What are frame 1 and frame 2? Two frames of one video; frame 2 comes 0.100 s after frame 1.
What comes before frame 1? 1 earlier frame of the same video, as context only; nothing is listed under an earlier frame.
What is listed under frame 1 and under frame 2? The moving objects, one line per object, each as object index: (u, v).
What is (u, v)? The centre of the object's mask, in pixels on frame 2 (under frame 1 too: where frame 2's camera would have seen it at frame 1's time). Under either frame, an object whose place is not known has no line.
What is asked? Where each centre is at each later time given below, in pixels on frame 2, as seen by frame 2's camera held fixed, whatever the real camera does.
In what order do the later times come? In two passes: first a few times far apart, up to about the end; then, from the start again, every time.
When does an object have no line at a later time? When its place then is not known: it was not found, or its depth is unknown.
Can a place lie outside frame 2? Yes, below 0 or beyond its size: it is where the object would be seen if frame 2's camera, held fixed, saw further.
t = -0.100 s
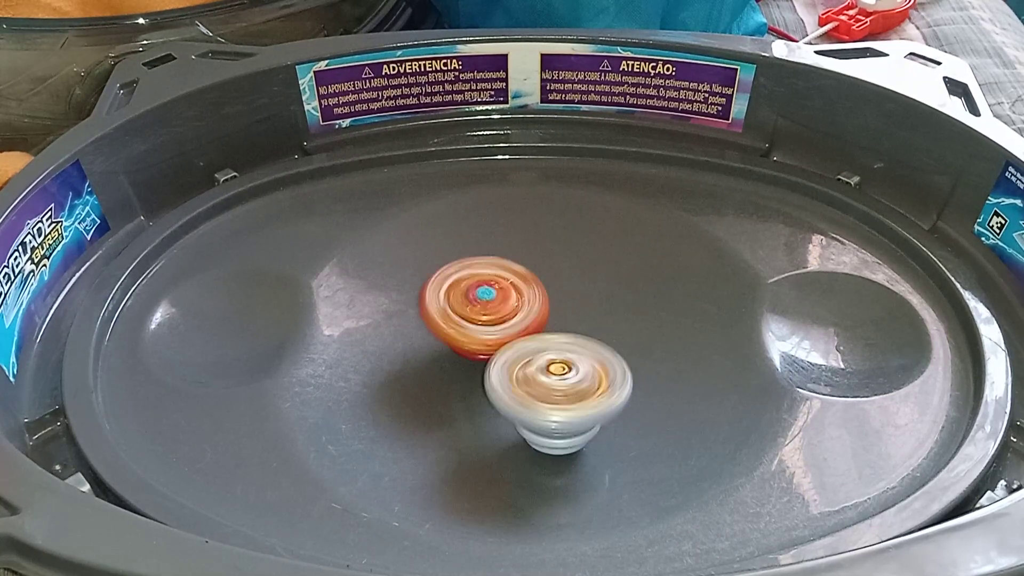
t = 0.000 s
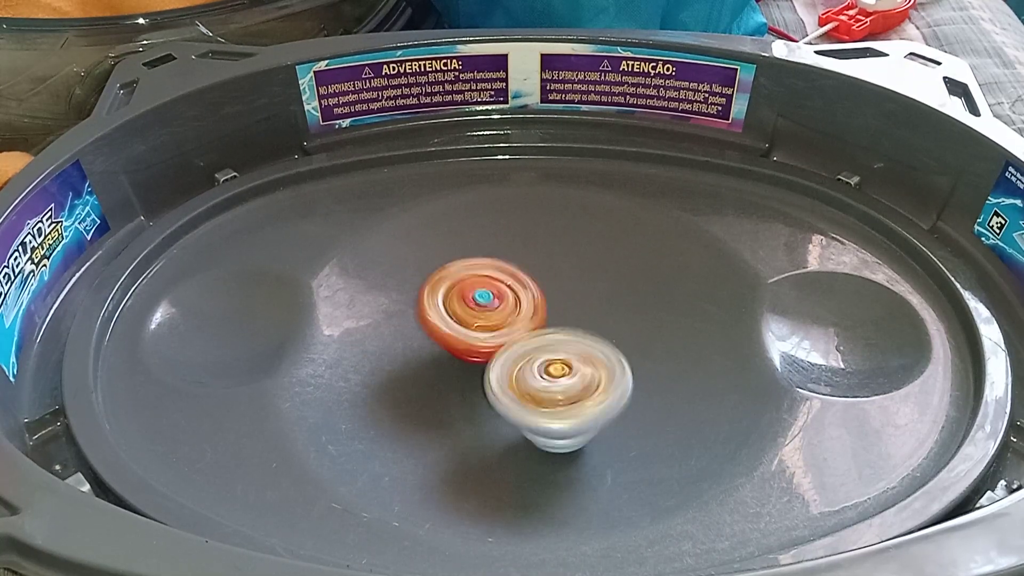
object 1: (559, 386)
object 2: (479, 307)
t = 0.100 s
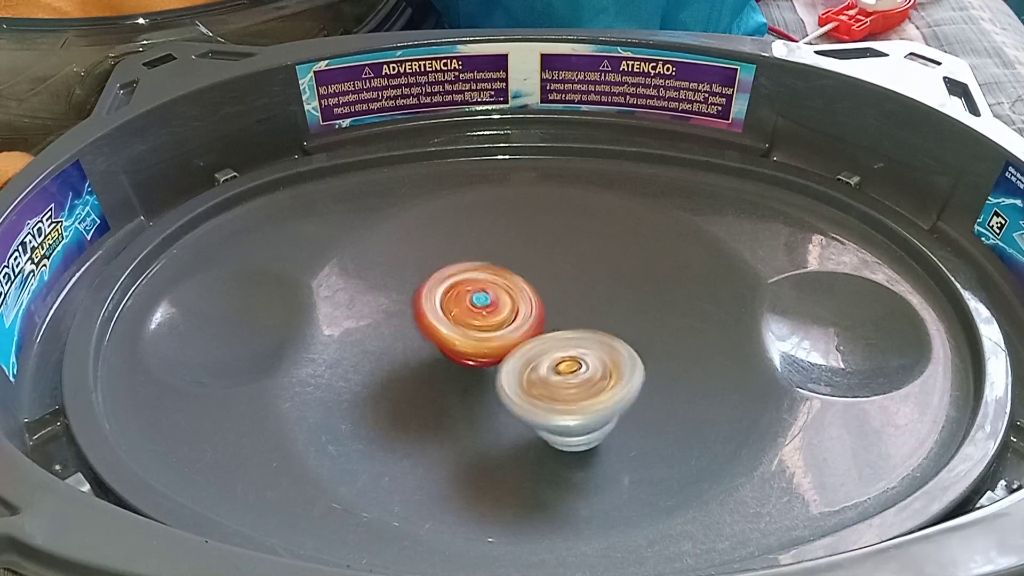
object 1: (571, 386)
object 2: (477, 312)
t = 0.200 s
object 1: (579, 385)
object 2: (476, 319)
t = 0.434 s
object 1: (591, 385)
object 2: (478, 324)
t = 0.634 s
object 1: (602, 381)
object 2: (480, 321)
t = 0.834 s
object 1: (612, 373)
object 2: (482, 321)
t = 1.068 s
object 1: (606, 365)
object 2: (476, 326)
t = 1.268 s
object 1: (606, 359)
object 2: (472, 336)
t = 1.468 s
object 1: (619, 351)
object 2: (480, 346)
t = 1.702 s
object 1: (626, 337)
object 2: (486, 353)
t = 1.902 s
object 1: (622, 321)
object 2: (482, 358)
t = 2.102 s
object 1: (589, 311)
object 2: (475, 365)
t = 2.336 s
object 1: (575, 290)
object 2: (481, 373)
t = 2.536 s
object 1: (569, 295)
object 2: (495, 376)
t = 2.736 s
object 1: (563, 312)
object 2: (489, 403)
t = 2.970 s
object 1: (517, 325)
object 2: (520, 406)
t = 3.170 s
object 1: (482, 313)
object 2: (606, 394)
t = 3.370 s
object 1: (481, 331)
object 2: (631, 381)
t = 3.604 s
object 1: (477, 370)
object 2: (611, 363)
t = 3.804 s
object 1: (495, 367)
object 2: (591, 332)
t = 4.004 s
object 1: (490, 361)
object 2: (598, 332)
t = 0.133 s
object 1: (576, 386)
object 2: (476, 315)
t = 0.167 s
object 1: (577, 385)
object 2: (476, 317)
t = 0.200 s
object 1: (579, 385)
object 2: (476, 319)
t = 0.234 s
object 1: (580, 385)
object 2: (475, 321)
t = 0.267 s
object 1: (584, 386)
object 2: (473, 320)
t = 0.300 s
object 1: (589, 389)
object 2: (471, 320)
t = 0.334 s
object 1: (591, 389)
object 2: (473, 320)
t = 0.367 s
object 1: (590, 389)
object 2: (473, 320)
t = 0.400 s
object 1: (590, 386)
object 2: (479, 324)
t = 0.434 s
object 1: (591, 385)
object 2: (478, 324)
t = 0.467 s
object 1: (590, 385)
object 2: (478, 324)
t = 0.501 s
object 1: (590, 384)
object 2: (480, 323)
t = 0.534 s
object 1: (591, 385)
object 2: (477, 322)
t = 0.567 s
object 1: (595, 385)
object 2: (477, 321)
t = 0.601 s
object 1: (599, 383)
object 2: (478, 321)
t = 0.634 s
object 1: (602, 381)
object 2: (480, 321)
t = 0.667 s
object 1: (601, 379)
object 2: (483, 323)
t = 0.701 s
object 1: (603, 378)
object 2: (485, 324)
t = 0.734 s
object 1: (605, 375)
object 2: (485, 323)
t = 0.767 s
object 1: (605, 375)
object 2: (484, 323)
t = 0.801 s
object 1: (609, 375)
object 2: (483, 322)
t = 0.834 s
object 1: (612, 373)
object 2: (482, 321)
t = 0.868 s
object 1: (612, 373)
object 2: (482, 321)
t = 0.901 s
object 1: (610, 371)
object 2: (481, 321)
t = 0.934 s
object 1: (608, 369)
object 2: (483, 323)
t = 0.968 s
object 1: (609, 368)
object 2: (481, 324)
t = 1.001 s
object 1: (607, 367)
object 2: (480, 325)
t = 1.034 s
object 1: (608, 367)
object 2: (479, 326)
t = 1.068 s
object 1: (606, 365)
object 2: (476, 326)
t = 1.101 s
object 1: (603, 365)
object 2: (475, 326)
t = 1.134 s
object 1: (607, 363)
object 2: (473, 328)
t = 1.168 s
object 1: (607, 361)
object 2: (472, 330)
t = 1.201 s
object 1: (608, 360)
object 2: (471, 331)
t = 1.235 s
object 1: (606, 360)
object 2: (471, 334)
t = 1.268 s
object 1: (606, 359)
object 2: (472, 336)
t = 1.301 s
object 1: (611, 359)
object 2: (470, 337)
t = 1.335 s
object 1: (612, 357)
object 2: (471, 338)
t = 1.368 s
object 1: (615, 356)
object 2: (473, 341)
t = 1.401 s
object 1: (619, 355)
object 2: (474, 342)
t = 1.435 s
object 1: (619, 353)
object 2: (475, 344)
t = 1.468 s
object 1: (619, 351)
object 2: (480, 346)
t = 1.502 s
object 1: (622, 349)
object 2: (480, 347)
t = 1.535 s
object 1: (627, 345)
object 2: (479, 349)
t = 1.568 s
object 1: (628, 342)
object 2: (481, 350)
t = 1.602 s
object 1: (629, 341)
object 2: (484, 352)
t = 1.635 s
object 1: (628, 339)
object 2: (486, 353)
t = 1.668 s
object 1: (627, 338)
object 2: (486, 354)
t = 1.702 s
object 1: (626, 337)
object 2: (486, 353)
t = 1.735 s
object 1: (627, 336)
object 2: (489, 353)
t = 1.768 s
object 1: (629, 332)
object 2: (486, 355)
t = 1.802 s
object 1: (623, 329)
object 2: (487, 356)
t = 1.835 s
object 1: (624, 325)
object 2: (485, 357)
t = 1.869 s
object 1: (623, 322)
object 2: (483, 357)
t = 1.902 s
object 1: (622, 321)
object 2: (482, 358)
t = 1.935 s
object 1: (620, 319)
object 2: (482, 359)
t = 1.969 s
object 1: (611, 317)
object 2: (484, 358)
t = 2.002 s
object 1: (608, 316)
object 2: (478, 361)
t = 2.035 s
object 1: (608, 314)
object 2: (479, 363)
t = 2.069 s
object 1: (600, 312)
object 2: (479, 364)
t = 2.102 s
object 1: (589, 311)
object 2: (475, 365)
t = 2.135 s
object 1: (586, 309)
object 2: (471, 365)
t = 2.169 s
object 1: (582, 306)
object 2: (471, 365)
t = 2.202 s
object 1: (578, 304)
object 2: (471, 364)
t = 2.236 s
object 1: (577, 300)
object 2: (472, 365)
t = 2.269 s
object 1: (575, 297)
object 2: (479, 367)
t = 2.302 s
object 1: (571, 294)
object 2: (483, 369)
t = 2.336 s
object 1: (575, 290)
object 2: (481, 373)
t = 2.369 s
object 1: (580, 287)
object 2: (480, 377)
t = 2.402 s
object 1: (577, 288)
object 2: (481, 380)
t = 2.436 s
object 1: (573, 288)
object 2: (483, 382)
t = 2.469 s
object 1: (569, 290)
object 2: (487, 380)
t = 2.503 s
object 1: (569, 292)
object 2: (493, 377)
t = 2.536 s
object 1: (569, 295)
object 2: (495, 376)
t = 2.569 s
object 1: (573, 296)
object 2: (495, 375)
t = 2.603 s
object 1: (575, 296)
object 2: (489, 378)
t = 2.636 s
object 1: (577, 301)
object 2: (484, 389)
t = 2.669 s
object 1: (575, 303)
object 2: (484, 400)
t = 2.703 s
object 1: (568, 307)
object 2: (490, 403)
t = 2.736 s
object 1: (563, 312)
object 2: (489, 403)
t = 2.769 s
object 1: (562, 317)
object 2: (488, 405)
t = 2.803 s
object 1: (560, 324)
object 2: (489, 404)
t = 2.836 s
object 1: (554, 326)
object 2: (492, 400)
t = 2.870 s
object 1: (544, 323)
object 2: (496, 396)
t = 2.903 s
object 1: (535, 321)
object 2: (499, 396)
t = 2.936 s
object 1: (525, 324)
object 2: (507, 403)
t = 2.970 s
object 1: (517, 325)
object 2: (520, 406)
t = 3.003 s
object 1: (507, 323)
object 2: (536, 406)
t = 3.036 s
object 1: (504, 323)
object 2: (552, 404)
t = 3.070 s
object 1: (497, 319)
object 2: (566, 402)
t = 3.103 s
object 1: (492, 316)
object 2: (581, 400)
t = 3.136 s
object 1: (486, 315)
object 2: (595, 397)
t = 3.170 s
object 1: (482, 313)
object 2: (606, 394)
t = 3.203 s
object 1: (482, 313)
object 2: (616, 391)
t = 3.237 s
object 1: (480, 314)
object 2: (623, 388)
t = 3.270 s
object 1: (482, 317)
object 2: (628, 385)
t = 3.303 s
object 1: (479, 321)
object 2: (631, 383)
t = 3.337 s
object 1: (480, 325)
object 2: (632, 382)
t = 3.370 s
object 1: (481, 331)
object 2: (631, 381)
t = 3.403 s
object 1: (480, 337)
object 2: (630, 380)
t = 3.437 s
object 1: (480, 344)
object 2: (629, 378)
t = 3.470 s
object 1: (477, 352)
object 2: (626, 376)
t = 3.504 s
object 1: (478, 357)
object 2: (624, 374)
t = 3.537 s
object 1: (477, 363)
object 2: (620, 371)
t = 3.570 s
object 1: (477, 367)
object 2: (615, 367)
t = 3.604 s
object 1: (477, 370)
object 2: (611, 363)
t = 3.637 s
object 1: (475, 370)
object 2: (607, 358)
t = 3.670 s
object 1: (479, 371)
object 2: (603, 353)
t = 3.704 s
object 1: (479, 371)
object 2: (600, 348)
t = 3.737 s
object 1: (485, 370)
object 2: (596, 343)
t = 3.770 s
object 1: (490, 370)
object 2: (594, 336)
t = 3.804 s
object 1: (495, 367)
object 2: (591, 332)
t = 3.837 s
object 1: (497, 366)
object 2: (590, 331)
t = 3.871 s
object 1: (496, 363)
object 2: (589, 333)
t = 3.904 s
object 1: (501, 360)
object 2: (592, 335)
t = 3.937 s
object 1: (500, 360)
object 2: (597, 336)
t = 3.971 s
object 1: (494, 360)
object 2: (599, 335)
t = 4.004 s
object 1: (490, 361)
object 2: (598, 332)
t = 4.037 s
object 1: (487, 362)
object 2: (596, 332)
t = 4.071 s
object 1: (479, 363)
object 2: (591, 331)
